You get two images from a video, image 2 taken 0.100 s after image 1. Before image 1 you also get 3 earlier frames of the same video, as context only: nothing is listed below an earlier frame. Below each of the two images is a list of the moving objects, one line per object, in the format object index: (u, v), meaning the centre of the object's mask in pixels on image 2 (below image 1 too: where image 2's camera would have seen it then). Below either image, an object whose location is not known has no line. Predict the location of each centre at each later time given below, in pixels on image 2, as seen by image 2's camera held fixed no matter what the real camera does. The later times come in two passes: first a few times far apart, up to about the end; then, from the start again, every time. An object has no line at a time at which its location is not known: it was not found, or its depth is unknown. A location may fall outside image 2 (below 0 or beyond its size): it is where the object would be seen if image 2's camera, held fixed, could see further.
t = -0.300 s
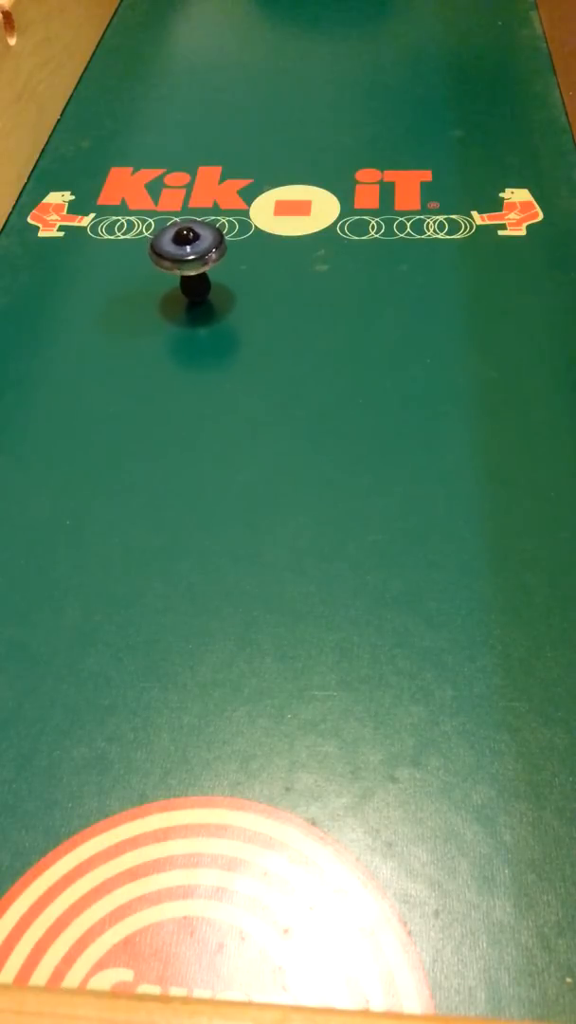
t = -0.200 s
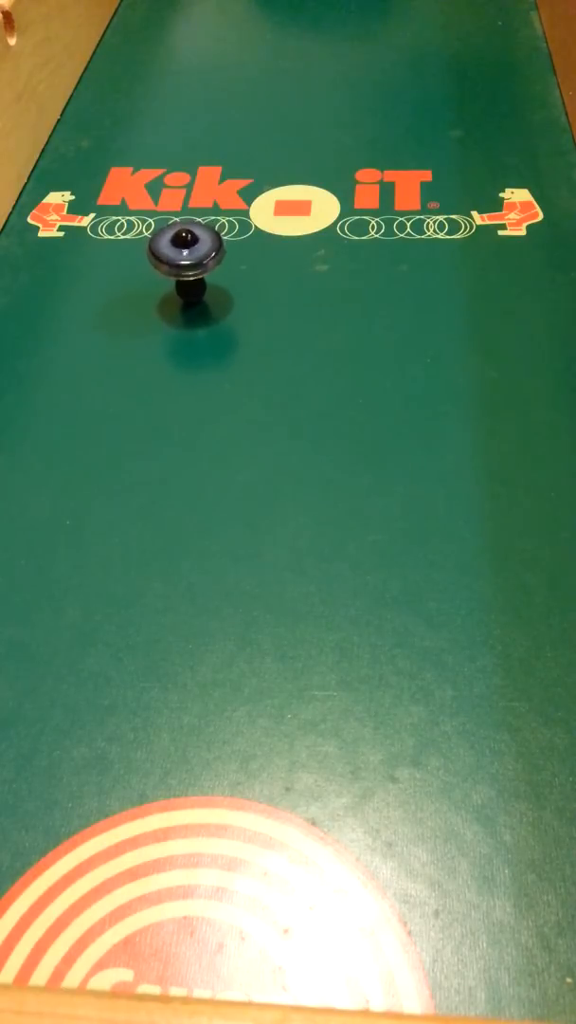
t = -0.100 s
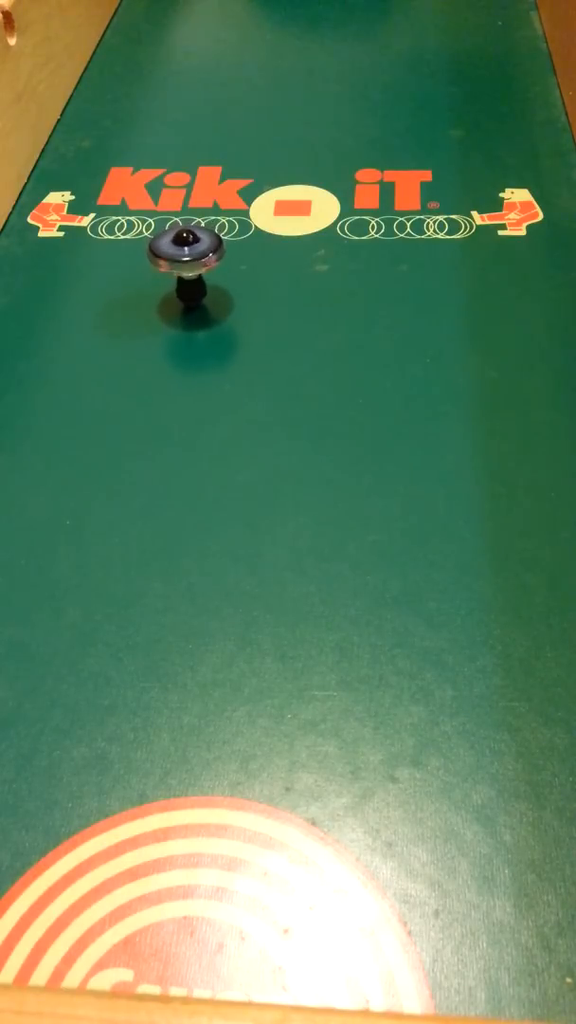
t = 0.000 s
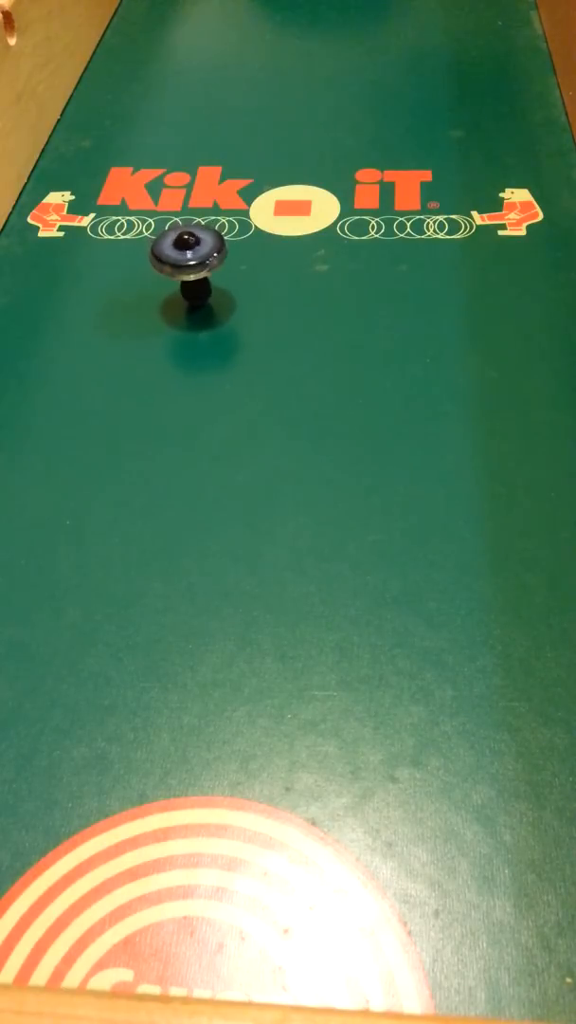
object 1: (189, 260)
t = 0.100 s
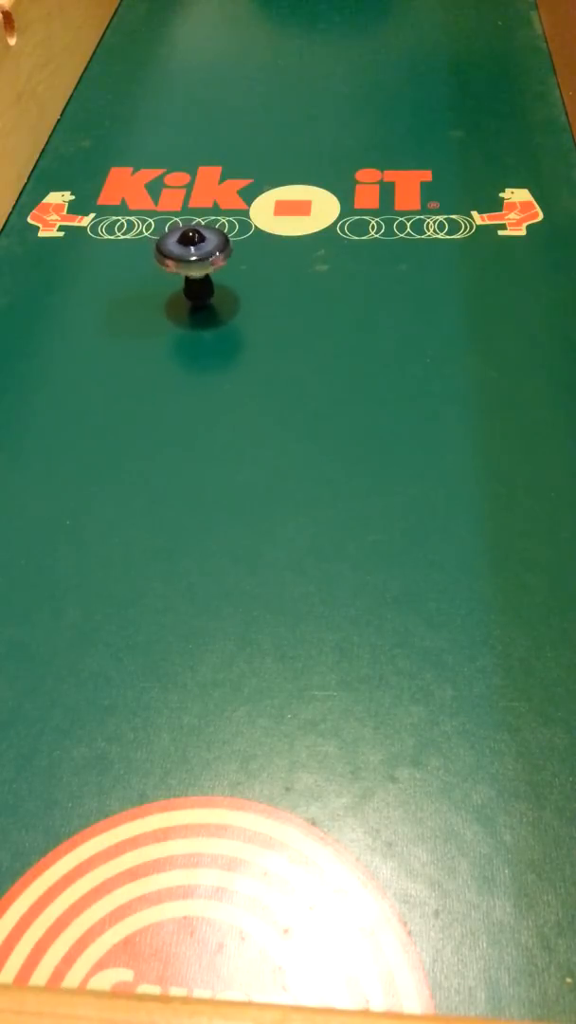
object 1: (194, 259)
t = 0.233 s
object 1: (195, 256)
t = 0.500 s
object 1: (188, 258)
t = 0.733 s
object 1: (190, 259)
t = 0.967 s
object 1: (191, 259)
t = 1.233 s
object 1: (191, 257)
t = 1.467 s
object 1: (191, 256)
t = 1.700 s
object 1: (188, 256)
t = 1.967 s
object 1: (189, 254)
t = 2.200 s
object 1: (186, 256)
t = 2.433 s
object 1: (183, 256)
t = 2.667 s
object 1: (185, 258)
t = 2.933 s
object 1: (183, 257)
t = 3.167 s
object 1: (186, 259)
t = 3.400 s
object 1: (186, 257)
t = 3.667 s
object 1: (185, 258)
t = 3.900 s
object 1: (189, 258)
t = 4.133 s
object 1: (186, 255)
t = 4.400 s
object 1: (186, 259)
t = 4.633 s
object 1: (189, 255)
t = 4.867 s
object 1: (184, 259)
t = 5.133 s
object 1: (188, 258)
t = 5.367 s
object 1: (186, 257)
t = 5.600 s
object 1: (189, 257)
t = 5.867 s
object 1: (185, 257)
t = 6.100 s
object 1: (188, 258)
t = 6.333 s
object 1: (189, 255)
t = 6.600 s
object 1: (189, 255)
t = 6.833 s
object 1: (189, 255)
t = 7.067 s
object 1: (190, 255)
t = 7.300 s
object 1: (191, 254)
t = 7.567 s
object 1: (190, 253)
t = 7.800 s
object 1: (189, 254)
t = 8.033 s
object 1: (190, 255)
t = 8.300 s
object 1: (190, 255)
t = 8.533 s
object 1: (188, 254)
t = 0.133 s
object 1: (195, 259)
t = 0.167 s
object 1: (195, 258)
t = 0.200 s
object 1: (195, 256)
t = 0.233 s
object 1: (195, 256)
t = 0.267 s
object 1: (194, 255)
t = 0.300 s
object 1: (194, 255)
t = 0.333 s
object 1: (193, 256)
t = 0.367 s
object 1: (191, 256)
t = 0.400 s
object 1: (190, 256)
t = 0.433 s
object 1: (189, 257)
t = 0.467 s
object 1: (188, 257)
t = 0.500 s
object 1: (188, 258)
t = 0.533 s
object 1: (188, 259)
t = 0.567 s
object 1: (188, 259)
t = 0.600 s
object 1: (188, 259)
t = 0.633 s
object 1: (188, 260)
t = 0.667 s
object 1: (189, 259)
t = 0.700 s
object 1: (190, 259)
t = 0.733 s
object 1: (190, 259)
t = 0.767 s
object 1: (190, 259)
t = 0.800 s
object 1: (190, 259)
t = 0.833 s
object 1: (190, 259)
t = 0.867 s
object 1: (190, 259)
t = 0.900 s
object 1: (191, 259)
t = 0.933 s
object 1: (191, 259)
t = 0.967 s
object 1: (191, 259)
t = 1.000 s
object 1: (191, 258)
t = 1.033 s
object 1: (191, 258)
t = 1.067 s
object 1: (192, 258)
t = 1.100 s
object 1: (191, 258)
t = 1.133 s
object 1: (192, 257)
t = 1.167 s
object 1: (191, 258)
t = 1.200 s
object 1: (191, 257)
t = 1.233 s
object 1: (191, 257)
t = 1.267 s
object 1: (191, 257)
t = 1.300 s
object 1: (191, 256)
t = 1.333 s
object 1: (191, 257)
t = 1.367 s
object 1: (191, 256)
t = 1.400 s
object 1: (191, 256)
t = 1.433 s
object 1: (191, 256)
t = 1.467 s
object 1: (191, 256)
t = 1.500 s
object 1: (191, 256)
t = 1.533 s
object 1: (190, 255)
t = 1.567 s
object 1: (190, 255)
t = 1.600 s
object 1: (189, 255)
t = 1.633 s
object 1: (189, 256)
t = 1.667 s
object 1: (189, 256)
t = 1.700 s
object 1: (188, 256)
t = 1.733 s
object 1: (189, 256)
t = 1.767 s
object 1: (189, 256)
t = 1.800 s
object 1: (190, 256)
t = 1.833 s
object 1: (190, 256)
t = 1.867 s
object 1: (190, 256)
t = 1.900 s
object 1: (190, 255)
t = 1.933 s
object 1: (190, 255)
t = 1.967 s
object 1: (189, 254)
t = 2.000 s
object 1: (188, 254)
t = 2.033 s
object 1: (188, 254)
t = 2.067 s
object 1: (187, 255)
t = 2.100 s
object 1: (187, 255)
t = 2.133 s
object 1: (186, 256)
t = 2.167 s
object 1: (186, 256)
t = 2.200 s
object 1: (186, 256)
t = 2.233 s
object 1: (186, 256)
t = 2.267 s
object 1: (186, 256)
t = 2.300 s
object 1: (186, 256)
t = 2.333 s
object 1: (185, 256)
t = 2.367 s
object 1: (184, 257)
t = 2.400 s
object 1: (183, 256)
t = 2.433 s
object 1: (183, 256)
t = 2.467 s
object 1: (183, 257)
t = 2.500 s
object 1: (183, 258)
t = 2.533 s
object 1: (183, 259)
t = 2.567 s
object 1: (184, 260)
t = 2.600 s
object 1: (185, 260)
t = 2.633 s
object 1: (185, 259)
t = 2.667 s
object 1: (185, 258)
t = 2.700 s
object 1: (186, 258)
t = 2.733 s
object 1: (186, 257)
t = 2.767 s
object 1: (186, 257)
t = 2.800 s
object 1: (186, 257)
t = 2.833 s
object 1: (185, 257)
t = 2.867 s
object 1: (184, 257)
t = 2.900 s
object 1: (184, 257)
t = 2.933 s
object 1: (183, 257)
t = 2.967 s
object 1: (183, 257)
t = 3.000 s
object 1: (183, 258)
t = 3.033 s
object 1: (183, 259)
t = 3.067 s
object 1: (184, 260)
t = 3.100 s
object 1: (185, 261)
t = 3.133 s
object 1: (185, 260)
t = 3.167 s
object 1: (186, 259)
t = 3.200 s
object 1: (187, 258)
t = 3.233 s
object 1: (187, 258)
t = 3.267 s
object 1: (188, 258)
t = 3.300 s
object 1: (188, 258)
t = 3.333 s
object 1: (187, 258)
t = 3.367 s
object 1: (187, 257)
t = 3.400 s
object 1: (186, 257)
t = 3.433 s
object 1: (185, 256)
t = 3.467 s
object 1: (185, 256)
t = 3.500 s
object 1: (184, 257)
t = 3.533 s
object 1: (184, 257)
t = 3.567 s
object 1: (184, 258)
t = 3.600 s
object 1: (184, 259)
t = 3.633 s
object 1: (184, 259)
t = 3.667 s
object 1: (185, 258)
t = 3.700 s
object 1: (185, 258)
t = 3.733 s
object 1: (186, 258)
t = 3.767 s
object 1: (186, 258)
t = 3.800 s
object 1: (187, 258)
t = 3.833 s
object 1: (188, 258)
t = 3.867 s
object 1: (189, 258)
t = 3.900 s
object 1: (189, 258)
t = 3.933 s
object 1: (189, 257)
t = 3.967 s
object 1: (189, 255)
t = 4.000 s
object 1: (189, 255)
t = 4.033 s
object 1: (189, 255)
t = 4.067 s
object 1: (188, 255)
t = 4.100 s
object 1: (187, 255)
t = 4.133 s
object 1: (186, 255)
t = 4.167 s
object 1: (186, 255)
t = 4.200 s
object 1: (185, 254)
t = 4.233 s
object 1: (184, 255)
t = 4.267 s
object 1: (184, 256)
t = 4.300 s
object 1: (184, 258)
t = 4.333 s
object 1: (185, 259)
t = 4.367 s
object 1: (186, 259)
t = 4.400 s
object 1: (186, 259)
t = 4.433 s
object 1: (187, 257)
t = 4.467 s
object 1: (188, 256)
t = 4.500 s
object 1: (189, 256)
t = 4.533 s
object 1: (189, 256)
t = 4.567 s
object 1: (189, 256)
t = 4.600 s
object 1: (189, 256)
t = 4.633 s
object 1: (189, 255)
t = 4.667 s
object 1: (188, 254)
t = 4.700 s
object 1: (186, 253)
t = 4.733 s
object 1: (185, 253)
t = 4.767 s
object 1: (184, 255)
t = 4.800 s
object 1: (184, 257)
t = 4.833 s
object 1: (184, 258)
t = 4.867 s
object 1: (184, 259)
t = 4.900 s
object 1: (185, 259)
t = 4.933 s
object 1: (185, 258)
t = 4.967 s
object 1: (185, 256)
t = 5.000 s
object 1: (186, 256)
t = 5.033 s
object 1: (186, 256)
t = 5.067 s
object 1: (186, 258)
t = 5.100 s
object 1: (187, 258)
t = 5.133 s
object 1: (188, 258)
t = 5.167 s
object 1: (188, 257)
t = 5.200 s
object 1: (187, 255)
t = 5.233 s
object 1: (187, 254)
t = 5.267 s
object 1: (186, 255)
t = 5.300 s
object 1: (186, 255)
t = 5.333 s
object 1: (186, 257)
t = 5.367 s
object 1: (186, 257)
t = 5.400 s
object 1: (186, 258)
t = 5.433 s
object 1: (186, 257)
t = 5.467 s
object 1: (187, 255)
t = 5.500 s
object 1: (187, 254)
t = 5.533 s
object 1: (188, 255)
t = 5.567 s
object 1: (188, 255)
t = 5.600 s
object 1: (189, 257)
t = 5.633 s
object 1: (190, 257)
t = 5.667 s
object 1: (190, 256)
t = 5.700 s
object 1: (189, 254)
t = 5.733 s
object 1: (188, 253)
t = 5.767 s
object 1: (187, 252)
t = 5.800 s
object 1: (186, 253)
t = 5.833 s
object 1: (185, 255)
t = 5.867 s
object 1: (185, 257)
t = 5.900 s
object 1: (186, 258)
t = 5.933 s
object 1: (186, 258)
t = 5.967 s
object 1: (186, 256)
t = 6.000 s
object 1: (186, 255)
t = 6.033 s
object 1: (187, 255)
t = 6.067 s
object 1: (187, 256)
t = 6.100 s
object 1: (188, 258)
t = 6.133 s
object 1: (189, 259)
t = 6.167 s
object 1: (190, 260)
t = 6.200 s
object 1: (191, 259)
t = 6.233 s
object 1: (191, 257)
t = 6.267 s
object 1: (190, 254)
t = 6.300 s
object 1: (190, 254)
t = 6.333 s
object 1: (189, 255)
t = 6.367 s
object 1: (189, 256)
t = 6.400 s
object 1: (189, 258)
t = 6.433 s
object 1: (190, 258)
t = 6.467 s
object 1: (189, 256)
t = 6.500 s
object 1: (189, 254)
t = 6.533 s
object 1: (189, 253)
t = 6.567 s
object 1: (189, 254)
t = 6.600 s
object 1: (189, 255)
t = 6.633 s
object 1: (189, 258)
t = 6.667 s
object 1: (190, 259)
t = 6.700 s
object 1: (191, 258)
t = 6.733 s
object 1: (191, 256)
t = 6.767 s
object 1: (190, 254)
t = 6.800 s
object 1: (189, 254)
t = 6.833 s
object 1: (189, 255)
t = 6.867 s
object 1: (189, 258)
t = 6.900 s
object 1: (190, 259)
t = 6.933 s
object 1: (191, 260)
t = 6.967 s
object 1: (192, 259)
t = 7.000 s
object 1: (191, 256)
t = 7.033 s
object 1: (190, 255)
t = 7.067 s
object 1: (190, 255)
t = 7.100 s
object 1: (189, 257)
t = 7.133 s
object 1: (189, 259)
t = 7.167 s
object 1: (190, 260)
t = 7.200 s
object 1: (192, 260)
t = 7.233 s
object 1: (192, 259)
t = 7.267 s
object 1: (191, 256)
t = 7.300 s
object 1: (191, 254)
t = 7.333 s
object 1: (191, 255)
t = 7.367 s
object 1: (190, 257)
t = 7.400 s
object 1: (191, 260)
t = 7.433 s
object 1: (192, 261)
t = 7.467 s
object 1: (193, 259)
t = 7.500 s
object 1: (191, 255)
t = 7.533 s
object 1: (190, 253)
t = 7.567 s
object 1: (190, 253)
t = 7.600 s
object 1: (189, 256)
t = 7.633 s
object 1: (189, 259)
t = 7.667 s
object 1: (190, 261)
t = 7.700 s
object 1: (191, 260)
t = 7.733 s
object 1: (190, 257)
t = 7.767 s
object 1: (189, 255)
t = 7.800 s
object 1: (189, 254)
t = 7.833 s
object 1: (189, 257)
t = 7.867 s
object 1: (188, 260)
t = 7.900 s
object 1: (189, 261)
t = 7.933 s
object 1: (191, 262)
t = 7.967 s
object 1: (191, 259)
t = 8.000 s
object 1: (190, 257)
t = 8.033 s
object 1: (190, 255)
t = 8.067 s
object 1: (190, 256)
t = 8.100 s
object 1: (189, 260)
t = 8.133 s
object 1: (190, 263)
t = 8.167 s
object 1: (191, 264)
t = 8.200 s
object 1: (192, 262)
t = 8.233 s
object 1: (191, 258)
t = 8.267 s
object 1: (190, 255)
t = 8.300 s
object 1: (190, 255)
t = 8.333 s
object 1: (189, 258)
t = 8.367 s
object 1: (189, 261)
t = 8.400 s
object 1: (190, 262)
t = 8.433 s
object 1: (191, 259)
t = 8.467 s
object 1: (191, 260)
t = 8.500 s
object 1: (188, 255)
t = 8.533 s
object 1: (188, 254)
